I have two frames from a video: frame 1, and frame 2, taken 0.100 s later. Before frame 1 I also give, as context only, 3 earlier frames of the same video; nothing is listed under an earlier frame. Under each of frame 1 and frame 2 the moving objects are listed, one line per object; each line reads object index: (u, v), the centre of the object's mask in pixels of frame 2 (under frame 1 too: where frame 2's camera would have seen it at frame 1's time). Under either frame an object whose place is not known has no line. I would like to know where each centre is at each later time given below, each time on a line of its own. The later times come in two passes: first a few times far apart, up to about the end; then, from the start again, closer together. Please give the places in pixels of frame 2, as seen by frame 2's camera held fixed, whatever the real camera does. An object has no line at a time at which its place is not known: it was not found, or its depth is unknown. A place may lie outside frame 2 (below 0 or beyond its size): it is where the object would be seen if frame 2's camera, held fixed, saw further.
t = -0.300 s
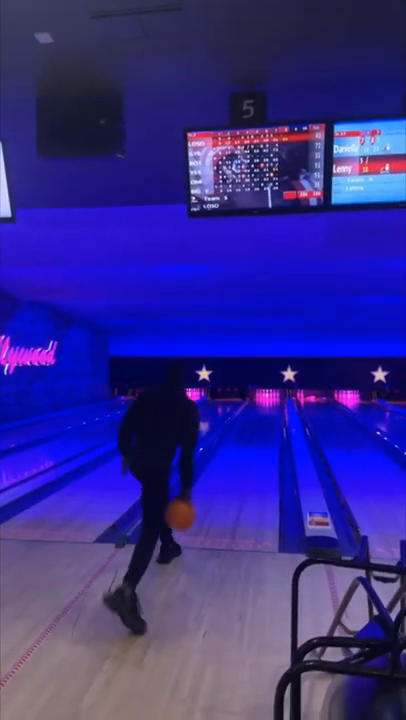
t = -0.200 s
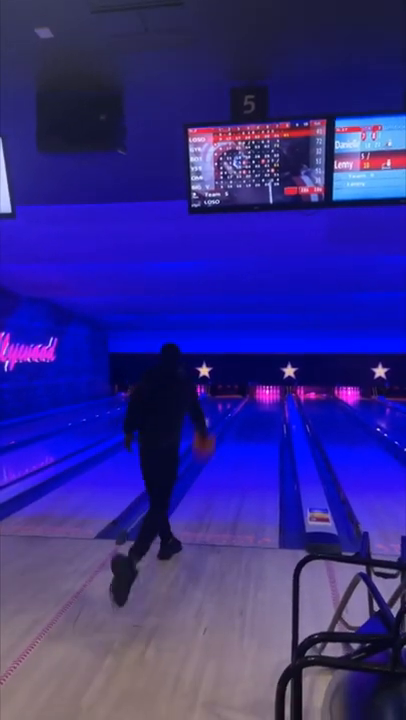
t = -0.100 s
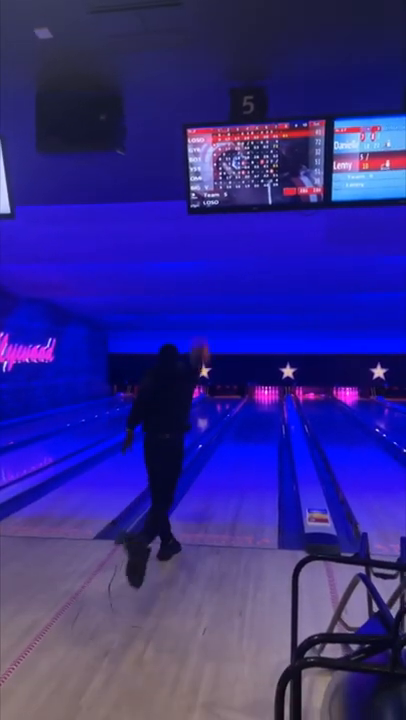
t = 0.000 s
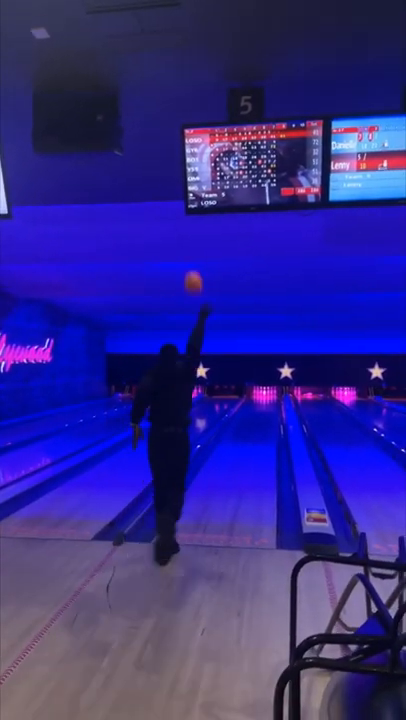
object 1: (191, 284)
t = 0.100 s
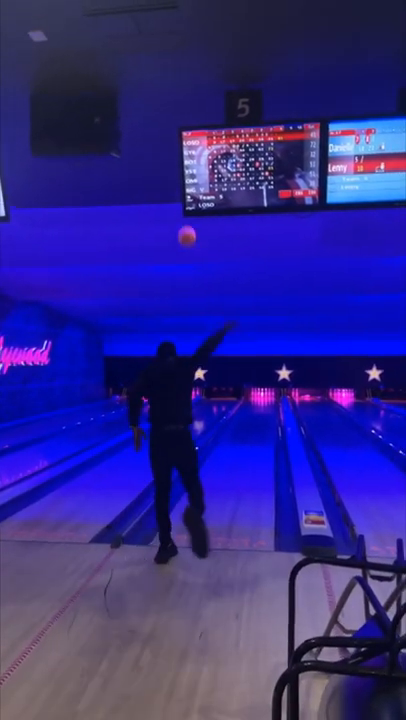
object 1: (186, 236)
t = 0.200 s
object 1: (179, 207)
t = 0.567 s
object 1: (195, 222)
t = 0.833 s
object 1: (205, 287)
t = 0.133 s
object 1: (185, 225)
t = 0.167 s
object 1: (181, 215)
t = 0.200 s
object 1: (179, 207)
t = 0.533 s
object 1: (194, 219)
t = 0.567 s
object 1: (195, 222)
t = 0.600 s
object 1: (196, 225)
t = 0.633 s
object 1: (197, 231)
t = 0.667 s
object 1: (198, 238)
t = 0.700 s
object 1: (199, 246)
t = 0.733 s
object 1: (200, 256)
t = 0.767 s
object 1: (202, 266)
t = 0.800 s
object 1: (203, 277)
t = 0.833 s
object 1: (205, 287)
